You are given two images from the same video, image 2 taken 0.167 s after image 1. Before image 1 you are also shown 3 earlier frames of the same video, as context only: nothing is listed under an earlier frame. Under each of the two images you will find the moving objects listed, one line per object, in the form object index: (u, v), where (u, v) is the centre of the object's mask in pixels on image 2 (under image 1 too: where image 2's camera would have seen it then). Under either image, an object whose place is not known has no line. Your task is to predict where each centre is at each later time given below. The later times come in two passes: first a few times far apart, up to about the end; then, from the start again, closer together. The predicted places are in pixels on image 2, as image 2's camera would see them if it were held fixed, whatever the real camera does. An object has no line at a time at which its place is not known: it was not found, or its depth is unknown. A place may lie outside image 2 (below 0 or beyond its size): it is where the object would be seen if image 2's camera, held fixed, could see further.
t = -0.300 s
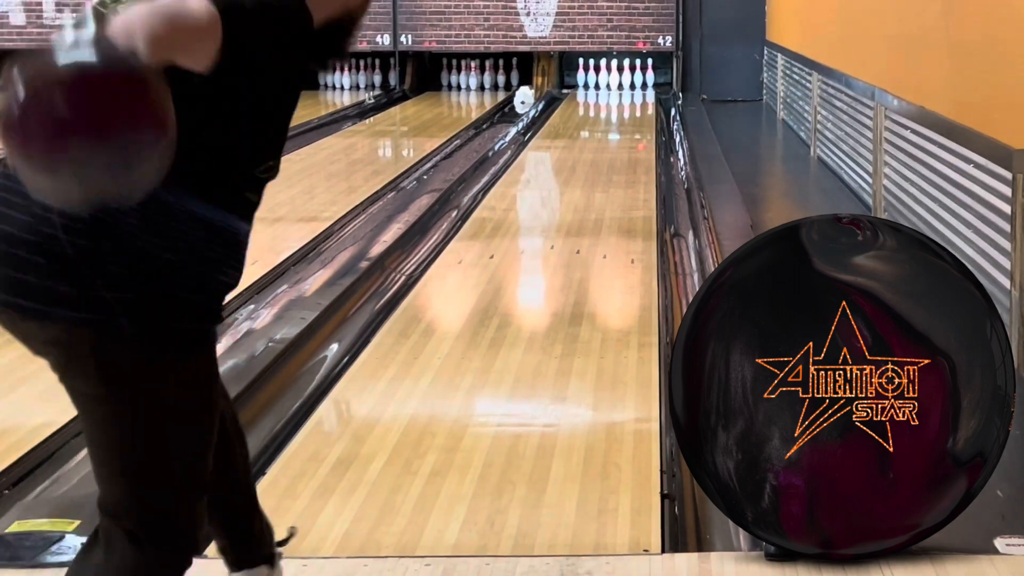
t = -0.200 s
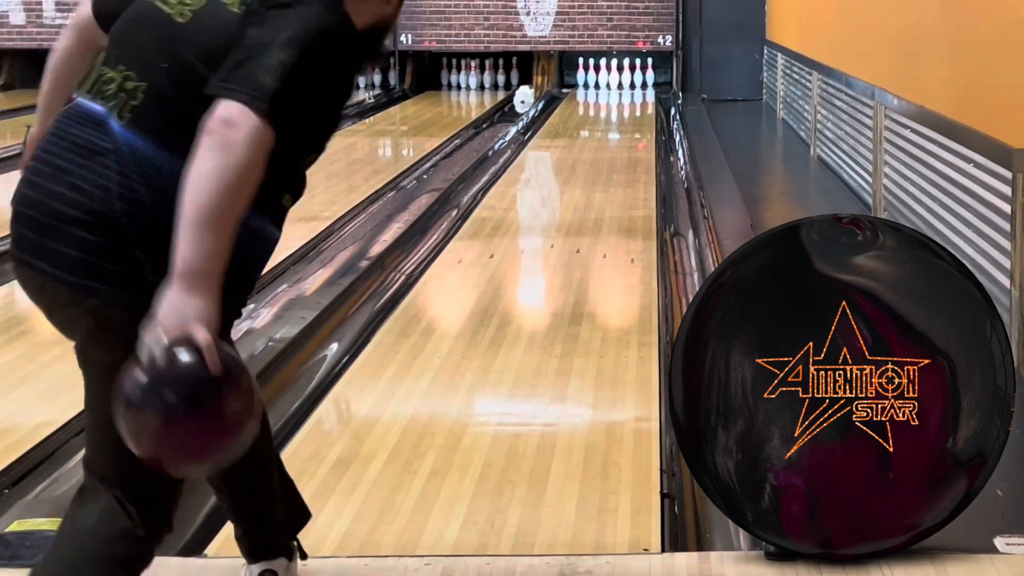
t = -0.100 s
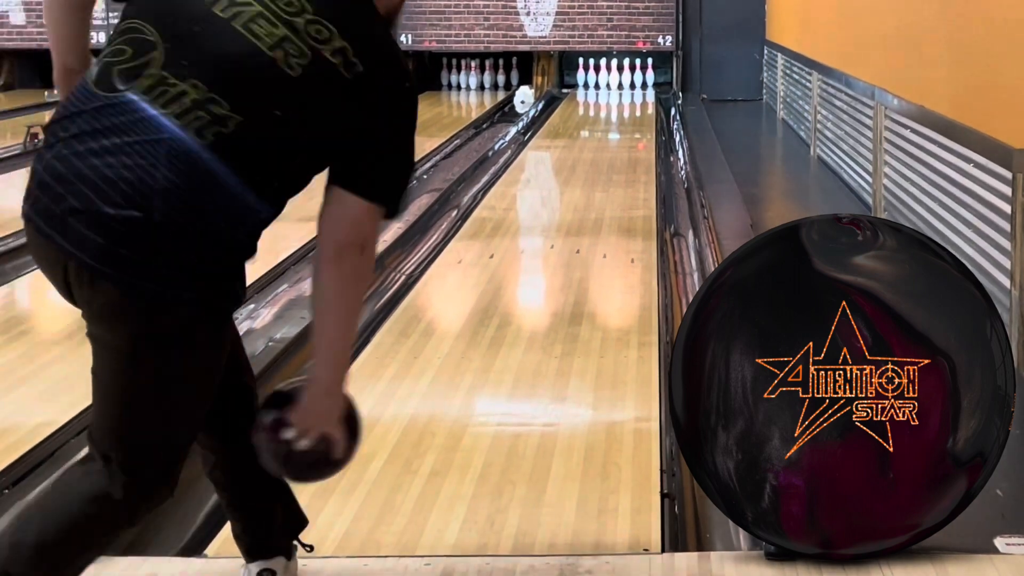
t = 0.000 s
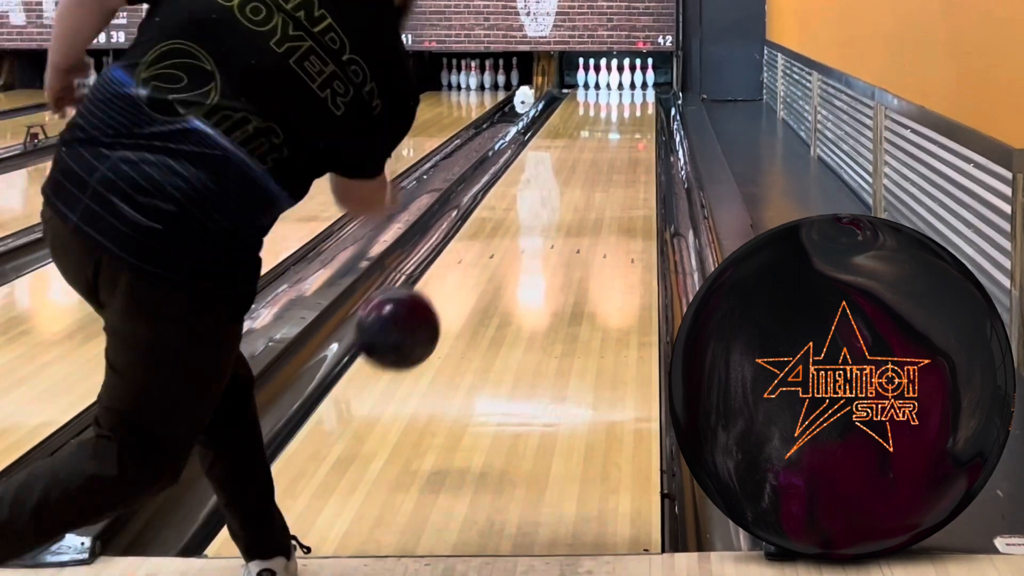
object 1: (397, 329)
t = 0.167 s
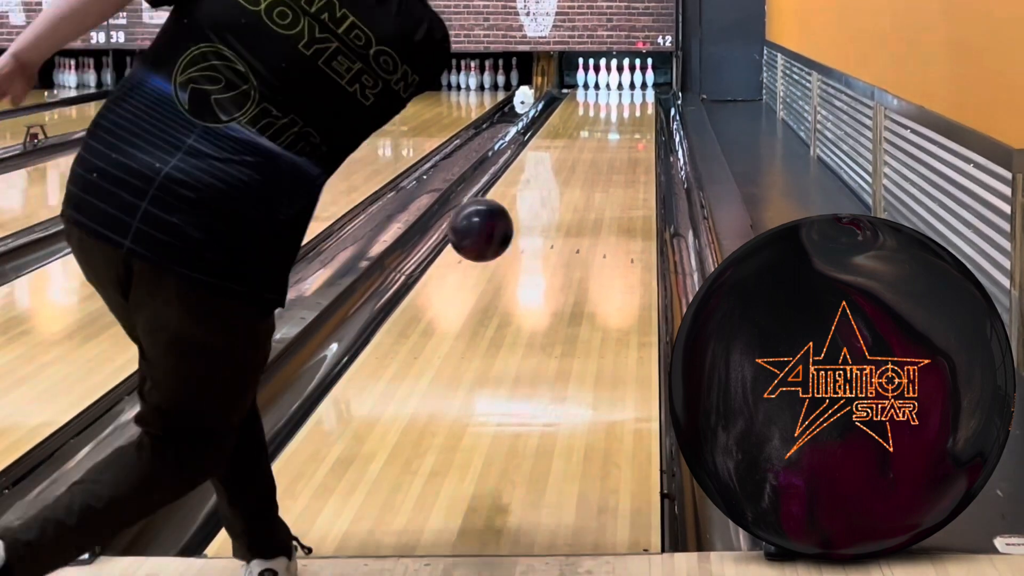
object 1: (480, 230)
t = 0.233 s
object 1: (503, 223)
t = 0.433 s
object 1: (554, 246)
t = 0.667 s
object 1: (589, 198)
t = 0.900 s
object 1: (612, 164)
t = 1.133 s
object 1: (626, 140)
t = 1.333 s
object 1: (634, 124)
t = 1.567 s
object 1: (639, 110)
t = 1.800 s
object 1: (638, 98)
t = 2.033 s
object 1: (631, 89)
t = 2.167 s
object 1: (626, 85)
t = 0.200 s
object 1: (492, 224)
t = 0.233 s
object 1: (503, 223)
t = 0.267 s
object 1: (513, 224)
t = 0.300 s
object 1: (523, 228)
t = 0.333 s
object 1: (531, 234)
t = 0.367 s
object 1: (539, 243)
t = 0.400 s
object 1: (547, 253)
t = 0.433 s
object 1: (554, 246)
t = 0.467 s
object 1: (560, 236)
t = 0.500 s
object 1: (565, 228)
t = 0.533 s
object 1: (570, 224)
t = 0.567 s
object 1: (576, 217)
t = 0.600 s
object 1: (580, 210)
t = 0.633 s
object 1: (585, 204)
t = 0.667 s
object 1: (589, 198)
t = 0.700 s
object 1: (593, 192)
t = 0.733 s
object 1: (596, 186)
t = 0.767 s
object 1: (600, 182)
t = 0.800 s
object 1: (603, 176)
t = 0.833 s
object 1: (606, 172)
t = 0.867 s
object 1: (609, 168)
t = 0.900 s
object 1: (612, 164)
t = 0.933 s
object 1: (614, 160)
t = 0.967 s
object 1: (616, 156)
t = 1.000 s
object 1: (619, 153)
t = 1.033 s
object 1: (620, 150)
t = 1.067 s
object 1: (622, 147)
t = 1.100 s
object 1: (624, 143)
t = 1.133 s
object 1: (626, 140)
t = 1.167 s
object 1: (628, 137)
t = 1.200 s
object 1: (629, 135)
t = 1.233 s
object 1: (631, 132)
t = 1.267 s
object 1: (632, 130)
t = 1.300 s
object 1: (633, 127)
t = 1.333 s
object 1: (634, 124)
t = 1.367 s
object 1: (635, 122)
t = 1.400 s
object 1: (636, 120)
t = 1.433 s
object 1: (636, 118)
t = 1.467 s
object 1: (637, 116)
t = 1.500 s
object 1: (638, 113)
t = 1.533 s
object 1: (638, 112)
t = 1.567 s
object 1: (639, 110)
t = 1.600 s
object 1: (639, 108)
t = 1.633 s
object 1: (639, 106)
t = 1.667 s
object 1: (639, 105)
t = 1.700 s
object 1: (639, 103)
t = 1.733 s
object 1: (639, 101)
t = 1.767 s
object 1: (638, 100)
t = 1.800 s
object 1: (638, 98)
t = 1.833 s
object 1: (637, 97)
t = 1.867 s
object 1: (636, 95)
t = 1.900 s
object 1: (636, 94)
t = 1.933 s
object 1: (635, 93)
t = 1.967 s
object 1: (633, 91)
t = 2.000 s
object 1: (632, 90)
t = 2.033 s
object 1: (631, 89)
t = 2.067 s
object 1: (630, 88)
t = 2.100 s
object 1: (627, 83)
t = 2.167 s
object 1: (626, 85)
